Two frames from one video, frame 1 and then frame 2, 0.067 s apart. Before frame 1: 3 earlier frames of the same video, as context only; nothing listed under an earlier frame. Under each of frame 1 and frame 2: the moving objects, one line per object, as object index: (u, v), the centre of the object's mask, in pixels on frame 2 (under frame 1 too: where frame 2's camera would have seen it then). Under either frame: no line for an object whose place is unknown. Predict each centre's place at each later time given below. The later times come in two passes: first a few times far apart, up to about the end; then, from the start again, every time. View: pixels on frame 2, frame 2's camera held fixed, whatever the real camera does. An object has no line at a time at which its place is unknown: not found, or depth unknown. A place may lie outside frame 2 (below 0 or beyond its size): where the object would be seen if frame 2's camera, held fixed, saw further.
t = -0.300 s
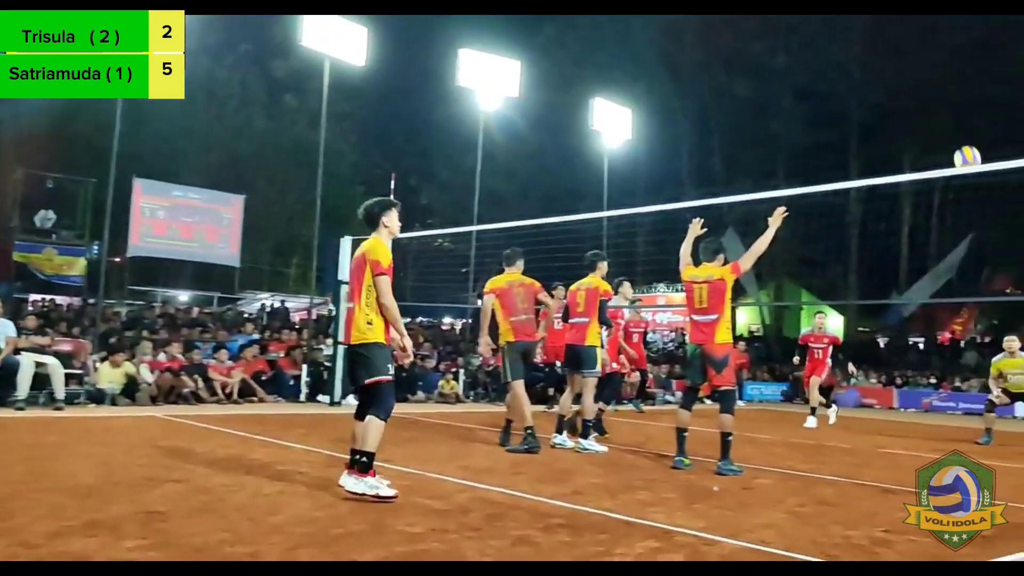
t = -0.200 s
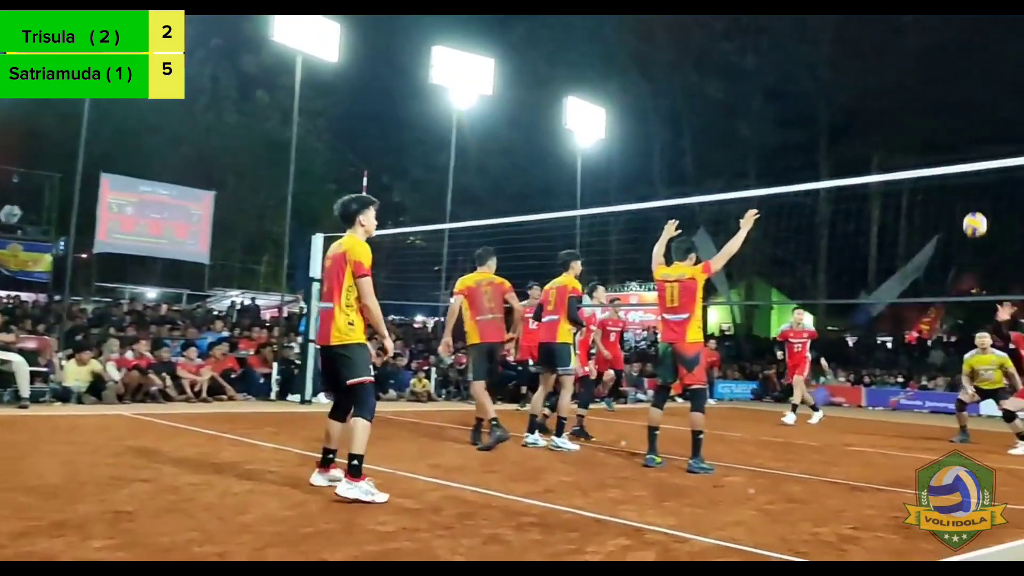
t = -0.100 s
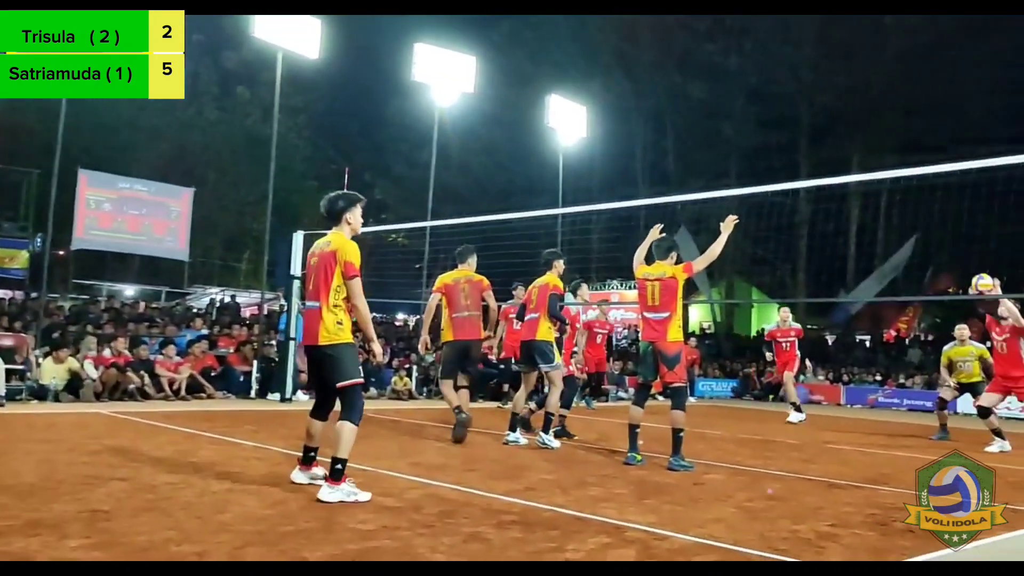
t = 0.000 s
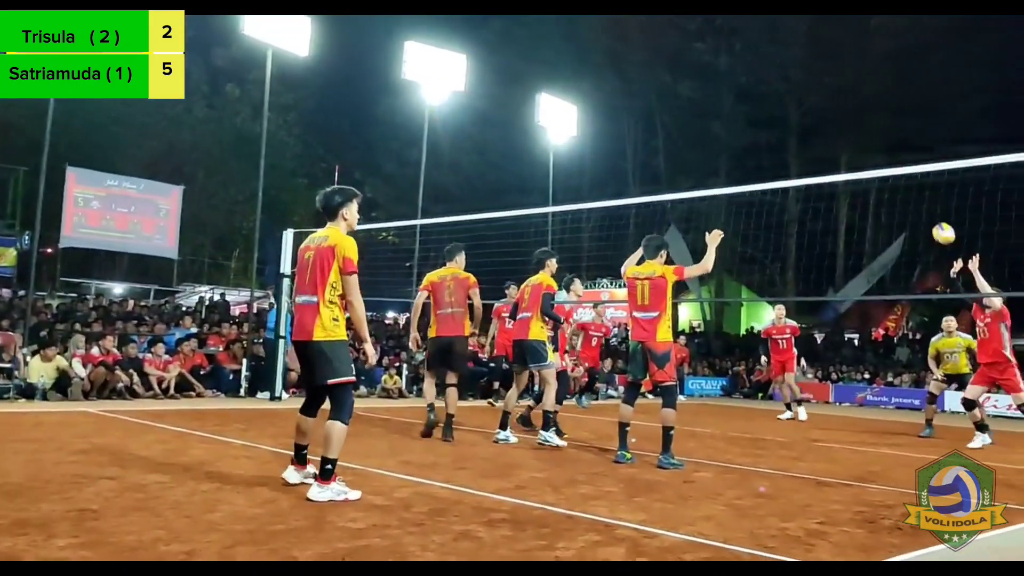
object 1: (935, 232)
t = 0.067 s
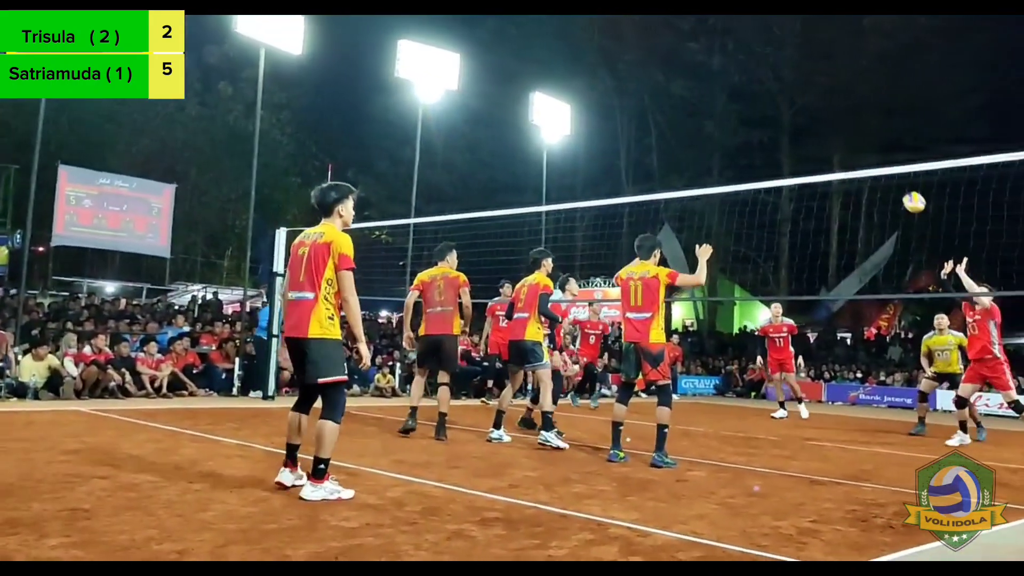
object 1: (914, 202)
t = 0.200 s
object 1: (872, 152)
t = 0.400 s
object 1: (812, 108)
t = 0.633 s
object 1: (745, 100)
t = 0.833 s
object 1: (688, 127)
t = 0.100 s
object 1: (904, 187)
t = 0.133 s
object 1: (894, 176)
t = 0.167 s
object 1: (883, 161)
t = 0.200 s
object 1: (872, 152)
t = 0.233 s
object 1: (862, 143)
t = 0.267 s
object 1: (852, 133)
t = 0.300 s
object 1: (842, 125)
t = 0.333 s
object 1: (832, 119)
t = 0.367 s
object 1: (822, 113)
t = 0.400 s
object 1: (812, 108)
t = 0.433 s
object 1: (803, 104)
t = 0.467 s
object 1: (793, 101)
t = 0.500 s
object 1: (783, 99)
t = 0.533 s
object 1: (773, 97)
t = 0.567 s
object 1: (764, 97)
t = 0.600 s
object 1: (754, 98)
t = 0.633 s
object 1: (745, 100)
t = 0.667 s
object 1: (735, 102)
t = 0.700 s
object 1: (726, 105)
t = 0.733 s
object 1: (716, 109)
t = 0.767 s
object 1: (707, 114)
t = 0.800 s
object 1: (697, 120)
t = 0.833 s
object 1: (688, 127)
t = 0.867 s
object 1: (679, 134)
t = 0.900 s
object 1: (670, 143)
